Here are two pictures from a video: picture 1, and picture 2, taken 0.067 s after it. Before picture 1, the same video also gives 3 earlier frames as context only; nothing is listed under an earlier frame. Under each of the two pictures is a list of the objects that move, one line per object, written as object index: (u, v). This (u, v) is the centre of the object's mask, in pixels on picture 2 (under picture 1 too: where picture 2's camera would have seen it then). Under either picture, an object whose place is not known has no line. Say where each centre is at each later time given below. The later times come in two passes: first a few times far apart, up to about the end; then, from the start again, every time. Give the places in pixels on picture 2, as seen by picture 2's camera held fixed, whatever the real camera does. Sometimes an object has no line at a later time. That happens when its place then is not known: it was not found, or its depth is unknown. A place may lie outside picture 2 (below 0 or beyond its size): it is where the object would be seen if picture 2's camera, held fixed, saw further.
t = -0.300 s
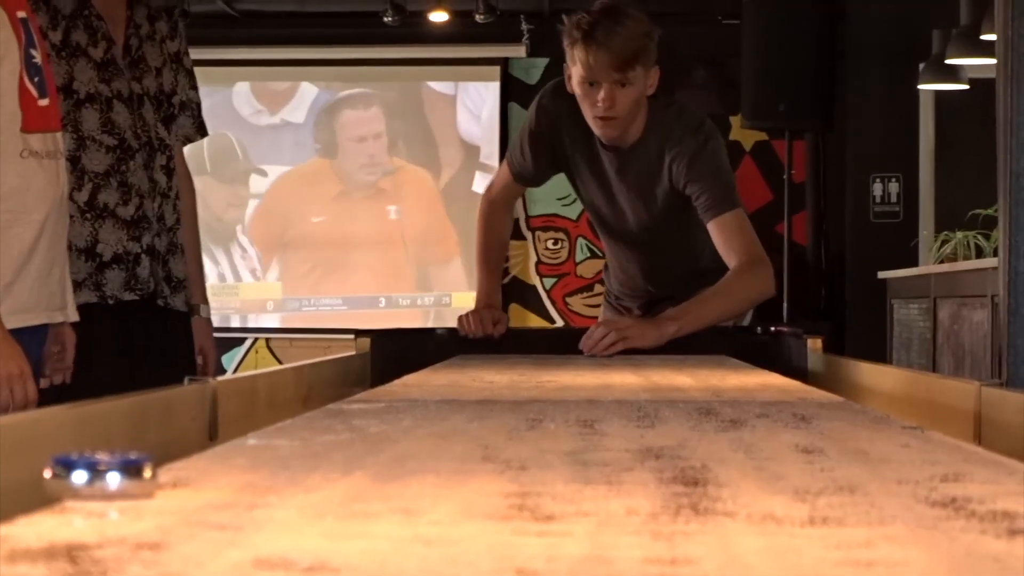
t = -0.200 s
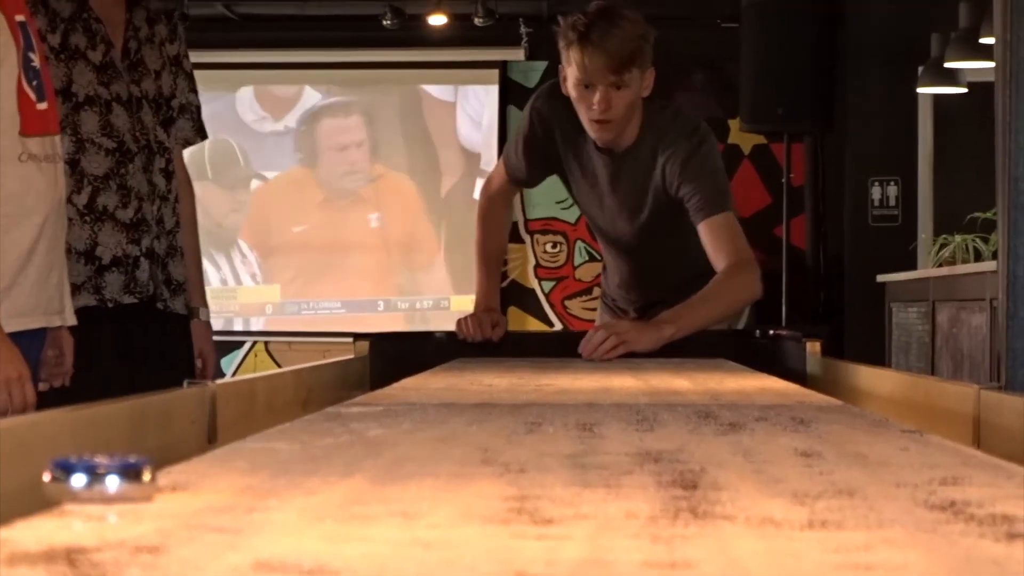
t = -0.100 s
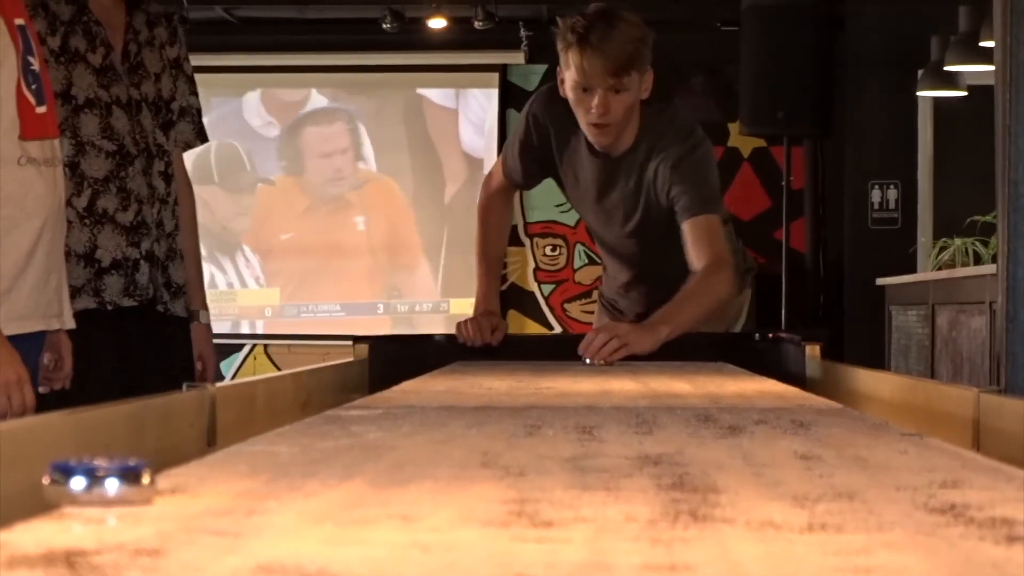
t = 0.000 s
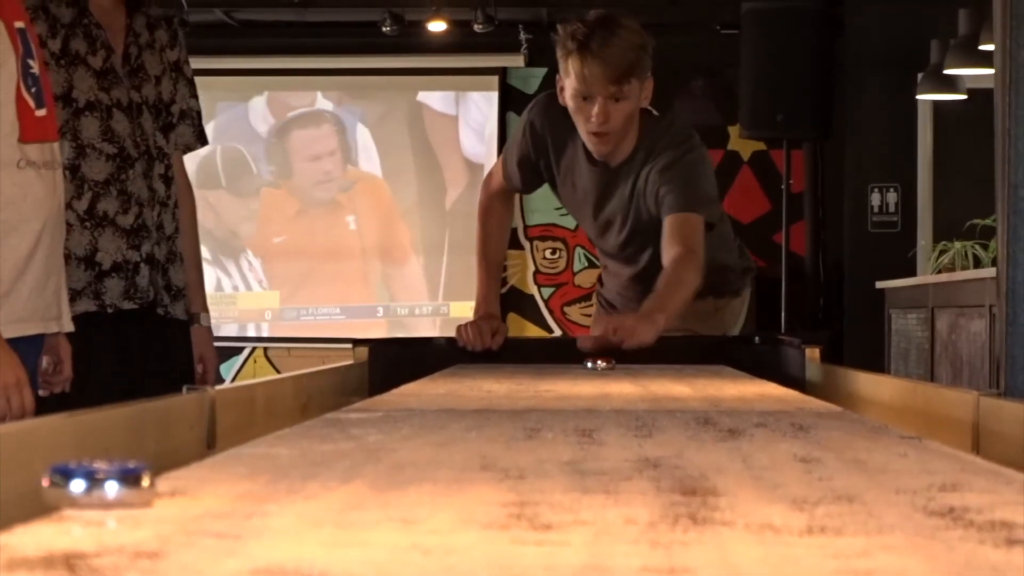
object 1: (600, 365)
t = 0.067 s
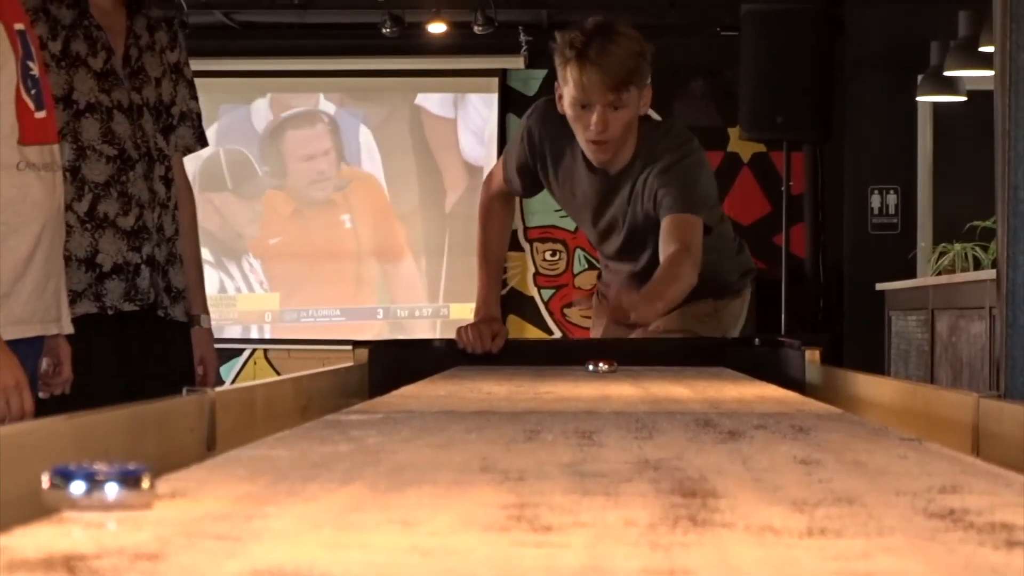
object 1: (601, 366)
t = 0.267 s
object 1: (606, 369)
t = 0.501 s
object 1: (613, 373)
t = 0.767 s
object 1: (620, 376)
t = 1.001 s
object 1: (627, 381)
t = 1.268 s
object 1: (634, 387)
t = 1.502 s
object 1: (639, 392)
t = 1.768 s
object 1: (644, 398)
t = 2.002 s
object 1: (649, 403)
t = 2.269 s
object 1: (654, 410)
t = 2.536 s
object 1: (660, 417)
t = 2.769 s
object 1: (666, 423)
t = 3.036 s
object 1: (674, 430)
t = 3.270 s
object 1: (680, 437)
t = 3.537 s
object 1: (688, 446)
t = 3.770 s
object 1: (697, 453)
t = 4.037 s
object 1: (706, 462)
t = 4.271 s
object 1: (716, 470)
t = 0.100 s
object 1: (602, 367)
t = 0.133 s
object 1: (603, 367)
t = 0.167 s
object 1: (604, 367)
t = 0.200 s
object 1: (605, 368)
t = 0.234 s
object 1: (606, 368)
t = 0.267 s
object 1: (606, 369)
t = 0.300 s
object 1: (607, 369)
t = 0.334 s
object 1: (608, 370)
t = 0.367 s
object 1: (609, 370)
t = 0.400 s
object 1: (610, 371)
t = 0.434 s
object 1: (611, 371)
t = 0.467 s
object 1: (612, 372)
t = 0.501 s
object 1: (613, 373)
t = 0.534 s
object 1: (613, 373)
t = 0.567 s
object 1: (614, 374)
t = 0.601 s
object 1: (615, 374)
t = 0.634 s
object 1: (616, 375)
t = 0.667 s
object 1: (617, 375)
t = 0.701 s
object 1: (618, 376)
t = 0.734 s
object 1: (619, 376)
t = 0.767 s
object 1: (620, 376)
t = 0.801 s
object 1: (621, 377)
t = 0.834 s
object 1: (621, 377)
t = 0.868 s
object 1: (623, 379)
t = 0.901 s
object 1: (624, 380)
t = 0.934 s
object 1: (626, 380)
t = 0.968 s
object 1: (626, 381)
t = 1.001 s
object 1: (627, 381)
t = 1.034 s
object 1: (628, 382)
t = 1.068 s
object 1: (628, 382)
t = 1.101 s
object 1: (630, 384)
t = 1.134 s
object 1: (630, 384)
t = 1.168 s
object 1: (631, 384)
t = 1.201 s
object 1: (632, 385)
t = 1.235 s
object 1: (633, 386)
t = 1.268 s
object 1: (634, 387)
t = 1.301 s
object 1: (635, 387)
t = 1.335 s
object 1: (635, 388)
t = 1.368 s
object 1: (636, 389)
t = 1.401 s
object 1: (637, 390)
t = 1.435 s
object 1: (638, 390)
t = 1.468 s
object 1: (638, 391)
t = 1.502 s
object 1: (639, 392)
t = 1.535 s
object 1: (640, 392)
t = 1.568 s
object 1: (640, 393)
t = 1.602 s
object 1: (641, 394)
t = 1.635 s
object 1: (642, 395)
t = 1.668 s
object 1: (642, 395)
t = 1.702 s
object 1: (643, 396)
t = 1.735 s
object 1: (644, 397)
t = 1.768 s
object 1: (644, 398)
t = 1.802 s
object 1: (645, 398)
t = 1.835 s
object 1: (645, 399)
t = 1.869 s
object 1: (646, 400)
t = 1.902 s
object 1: (647, 401)
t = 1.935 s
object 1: (647, 402)
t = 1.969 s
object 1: (648, 402)
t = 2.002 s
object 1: (649, 403)
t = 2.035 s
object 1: (649, 404)
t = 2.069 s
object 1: (650, 405)
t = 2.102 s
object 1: (651, 406)
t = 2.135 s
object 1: (652, 407)
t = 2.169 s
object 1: (653, 408)
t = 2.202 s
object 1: (653, 408)
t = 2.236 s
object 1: (654, 409)
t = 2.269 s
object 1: (654, 410)
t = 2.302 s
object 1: (655, 411)
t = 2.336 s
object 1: (656, 412)
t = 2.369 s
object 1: (656, 413)
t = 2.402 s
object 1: (657, 413)
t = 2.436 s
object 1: (658, 414)
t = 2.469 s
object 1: (659, 415)
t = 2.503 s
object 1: (660, 416)
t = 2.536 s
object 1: (660, 417)
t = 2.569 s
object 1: (661, 418)
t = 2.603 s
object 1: (662, 419)
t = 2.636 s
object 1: (663, 420)
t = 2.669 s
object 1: (664, 420)
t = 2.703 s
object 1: (665, 421)
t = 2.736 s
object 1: (665, 422)
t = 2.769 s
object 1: (666, 423)
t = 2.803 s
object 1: (667, 424)
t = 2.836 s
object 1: (668, 425)
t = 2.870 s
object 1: (669, 426)
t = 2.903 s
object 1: (670, 427)
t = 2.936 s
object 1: (671, 427)
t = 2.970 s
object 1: (672, 428)
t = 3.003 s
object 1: (673, 429)
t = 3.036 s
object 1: (674, 430)
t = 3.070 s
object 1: (675, 431)
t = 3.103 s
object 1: (675, 432)
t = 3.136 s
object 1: (677, 433)
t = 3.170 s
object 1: (678, 434)
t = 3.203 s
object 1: (679, 435)
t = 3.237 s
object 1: (679, 436)
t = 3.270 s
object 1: (680, 437)
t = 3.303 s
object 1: (681, 438)
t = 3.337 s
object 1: (682, 439)
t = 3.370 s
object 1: (683, 440)
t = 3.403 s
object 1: (684, 441)
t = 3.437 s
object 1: (685, 442)
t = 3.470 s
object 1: (686, 443)
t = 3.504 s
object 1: (687, 444)
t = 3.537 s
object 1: (688, 446)
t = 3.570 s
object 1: (689, 447)
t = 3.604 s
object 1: (691, 448)
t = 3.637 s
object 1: (692, 449)
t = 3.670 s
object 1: (693, 450)
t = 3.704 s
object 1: (694, 451)
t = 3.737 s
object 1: (696, 452)
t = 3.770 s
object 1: (697, 453)
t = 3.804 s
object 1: (698, 454)
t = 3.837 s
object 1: (699, 455)
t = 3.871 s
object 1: (700, 456)
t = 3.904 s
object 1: (701, 457)
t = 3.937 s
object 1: (702, 458)
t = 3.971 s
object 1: (704, 460)
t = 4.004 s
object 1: (705, 461)
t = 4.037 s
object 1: (706, 462)
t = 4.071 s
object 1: (708, 463)
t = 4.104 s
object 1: (709, 464)
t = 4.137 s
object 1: (711, 466)
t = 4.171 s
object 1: (712, 467)
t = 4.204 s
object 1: (713, 468)
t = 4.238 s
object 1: (715, 469)
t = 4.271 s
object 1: (716, 470)
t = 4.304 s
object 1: (717, 472)
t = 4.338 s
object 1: (719, 473)
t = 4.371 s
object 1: (720, 473)
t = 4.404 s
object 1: (722, 474)
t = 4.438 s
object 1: (722, 475)
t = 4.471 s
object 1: (723, 476)
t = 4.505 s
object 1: (724, 477)
